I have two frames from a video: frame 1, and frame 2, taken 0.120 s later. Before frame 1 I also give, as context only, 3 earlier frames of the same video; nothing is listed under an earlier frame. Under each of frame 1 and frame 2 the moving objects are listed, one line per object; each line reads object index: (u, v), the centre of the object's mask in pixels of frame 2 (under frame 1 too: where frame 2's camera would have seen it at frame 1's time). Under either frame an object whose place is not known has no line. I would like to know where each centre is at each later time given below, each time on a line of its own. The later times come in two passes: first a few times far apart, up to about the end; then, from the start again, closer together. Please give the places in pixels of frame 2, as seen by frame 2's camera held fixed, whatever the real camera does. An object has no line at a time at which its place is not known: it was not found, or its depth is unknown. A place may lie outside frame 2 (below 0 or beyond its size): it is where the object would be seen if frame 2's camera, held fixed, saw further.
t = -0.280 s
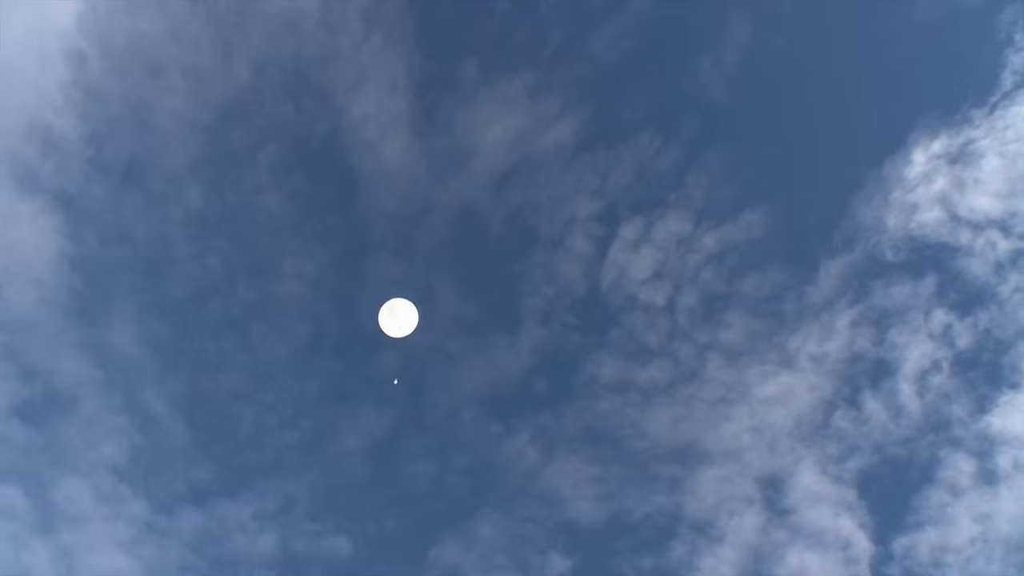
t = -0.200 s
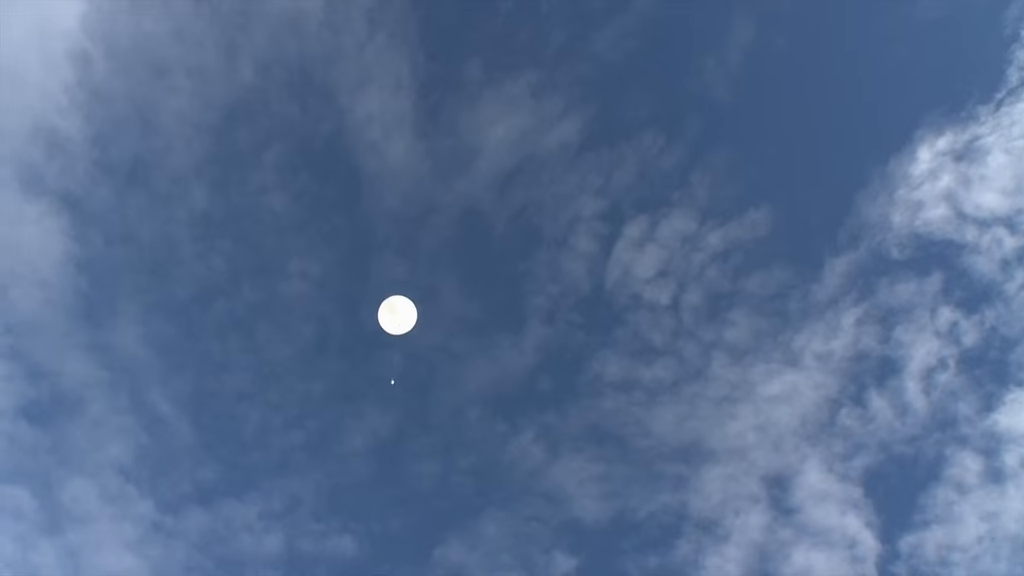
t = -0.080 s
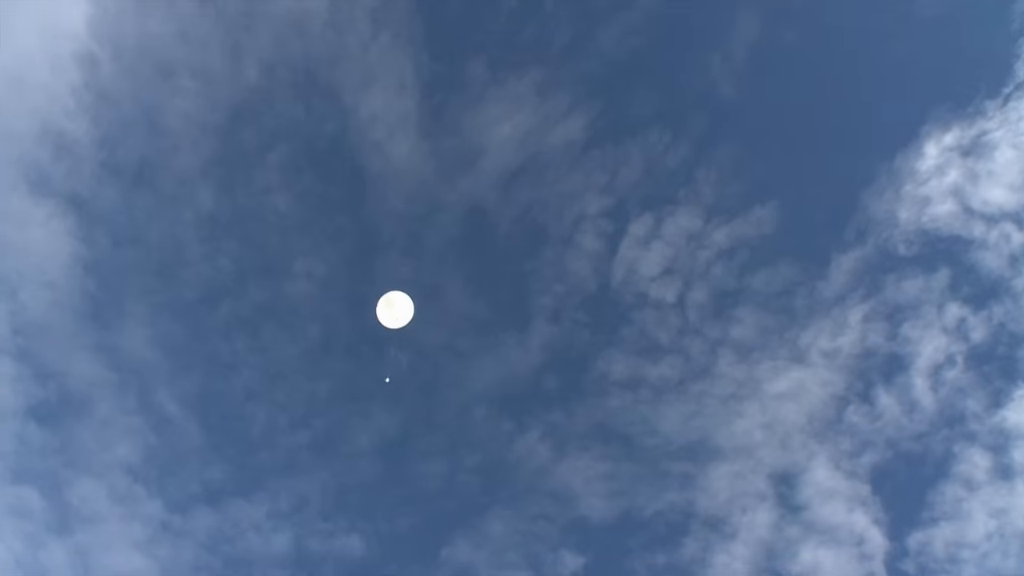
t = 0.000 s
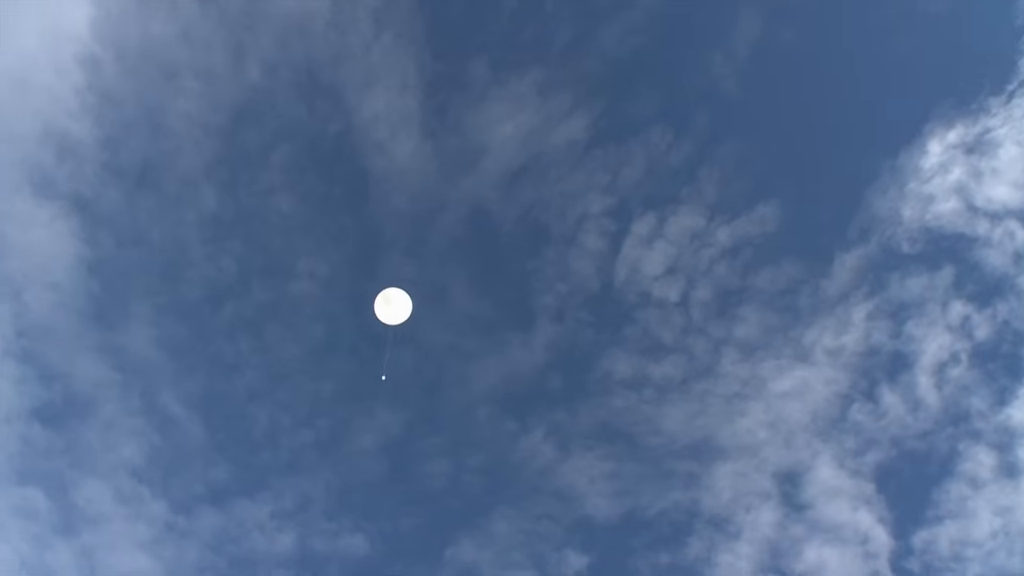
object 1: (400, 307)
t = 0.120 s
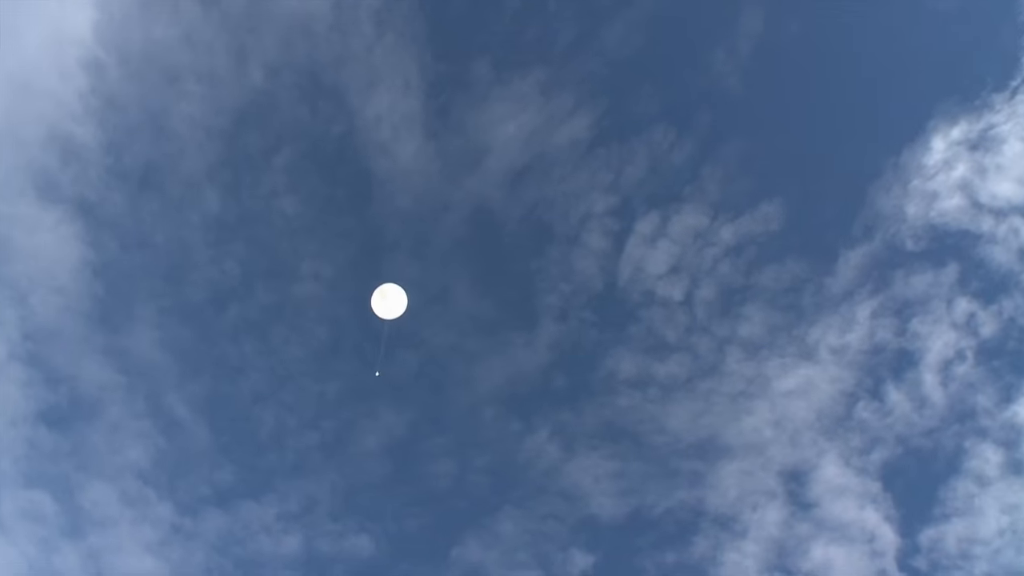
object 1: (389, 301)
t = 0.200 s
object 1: (383, 300)
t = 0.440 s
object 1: (368, 282)
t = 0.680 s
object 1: (353, 262)
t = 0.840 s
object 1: (342, 252)
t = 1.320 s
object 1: (316, 213)
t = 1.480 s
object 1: (306, 202)
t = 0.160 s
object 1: (387, 302)
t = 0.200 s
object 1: (383, 300)
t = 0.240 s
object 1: (381, 298)
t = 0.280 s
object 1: (376, 295)
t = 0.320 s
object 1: (376, 288)
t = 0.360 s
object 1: (372, 285)
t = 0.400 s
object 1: (370, 284)
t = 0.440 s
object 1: (368, 282)
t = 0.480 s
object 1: (365, 280)
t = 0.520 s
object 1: (363, 276)
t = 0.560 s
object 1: (360, 275)
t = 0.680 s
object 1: (353, 262)
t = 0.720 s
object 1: (348, 258)
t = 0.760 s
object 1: (348, 254)
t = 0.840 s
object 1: (342, 252)
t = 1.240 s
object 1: (322, 223)
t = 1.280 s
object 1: (318, 216)
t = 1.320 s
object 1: (316, 213)
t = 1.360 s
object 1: (312, 212)
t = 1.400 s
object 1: (311, 208)
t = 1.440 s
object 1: (309, 207)
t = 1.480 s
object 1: (306, 202)
